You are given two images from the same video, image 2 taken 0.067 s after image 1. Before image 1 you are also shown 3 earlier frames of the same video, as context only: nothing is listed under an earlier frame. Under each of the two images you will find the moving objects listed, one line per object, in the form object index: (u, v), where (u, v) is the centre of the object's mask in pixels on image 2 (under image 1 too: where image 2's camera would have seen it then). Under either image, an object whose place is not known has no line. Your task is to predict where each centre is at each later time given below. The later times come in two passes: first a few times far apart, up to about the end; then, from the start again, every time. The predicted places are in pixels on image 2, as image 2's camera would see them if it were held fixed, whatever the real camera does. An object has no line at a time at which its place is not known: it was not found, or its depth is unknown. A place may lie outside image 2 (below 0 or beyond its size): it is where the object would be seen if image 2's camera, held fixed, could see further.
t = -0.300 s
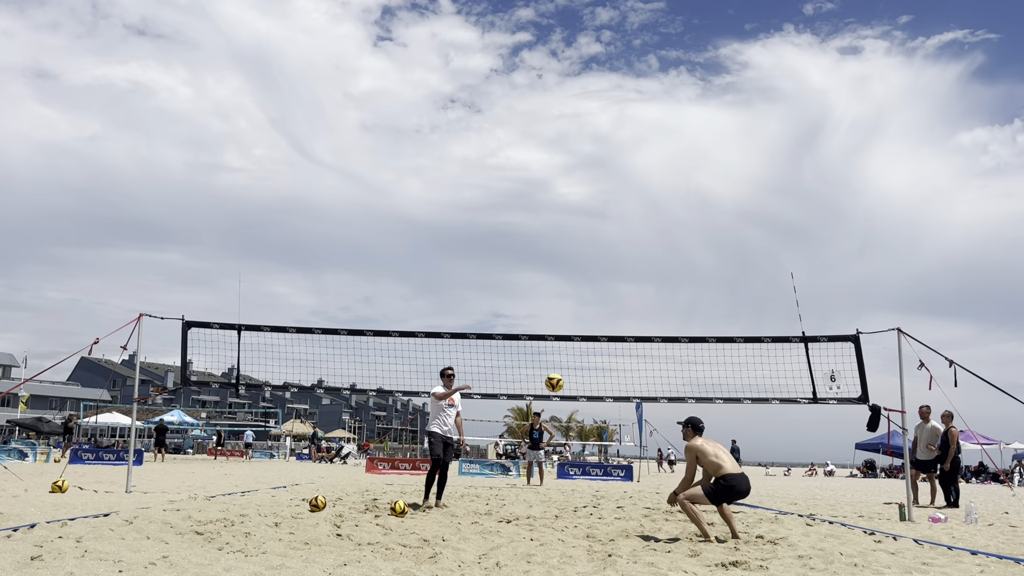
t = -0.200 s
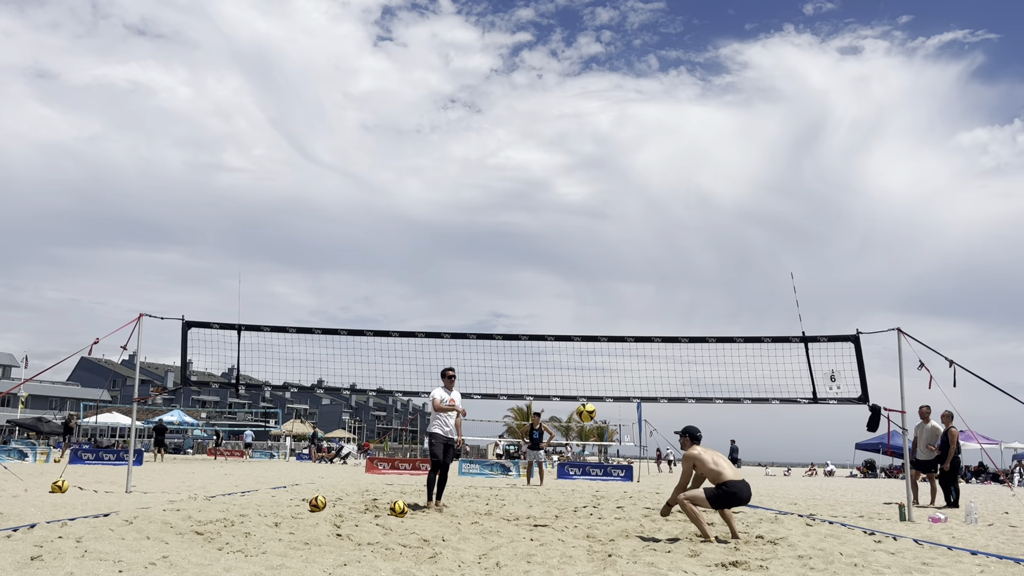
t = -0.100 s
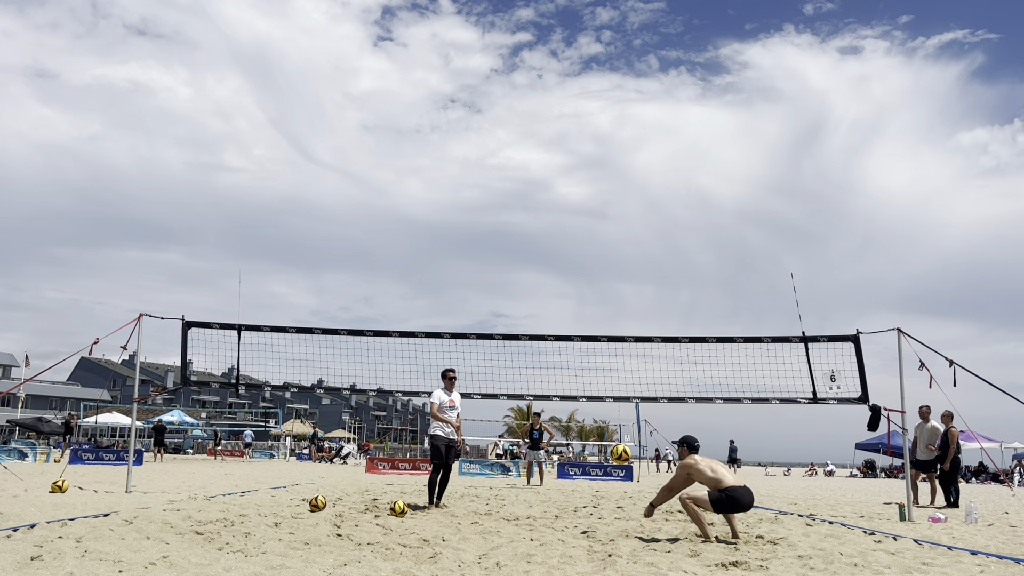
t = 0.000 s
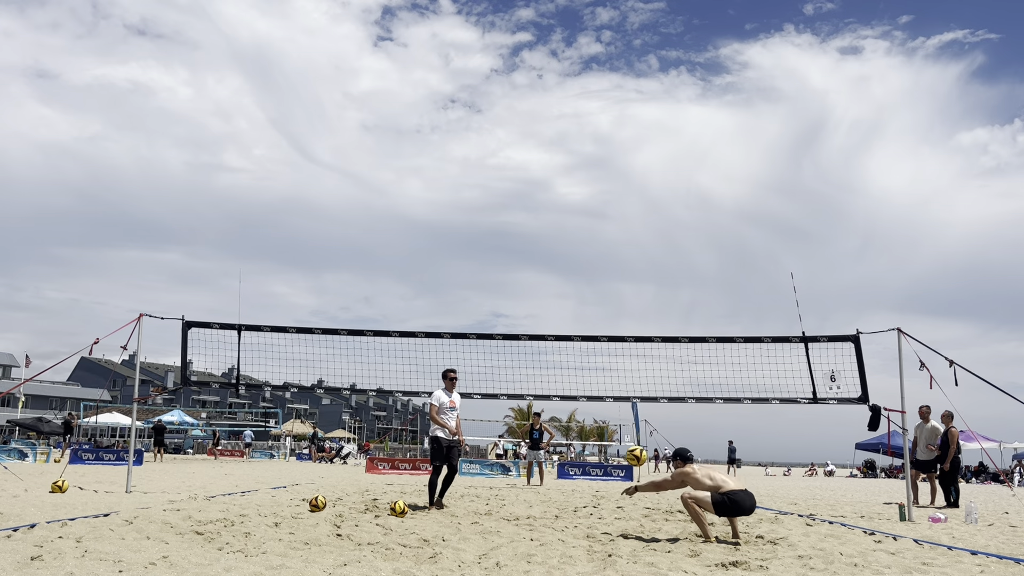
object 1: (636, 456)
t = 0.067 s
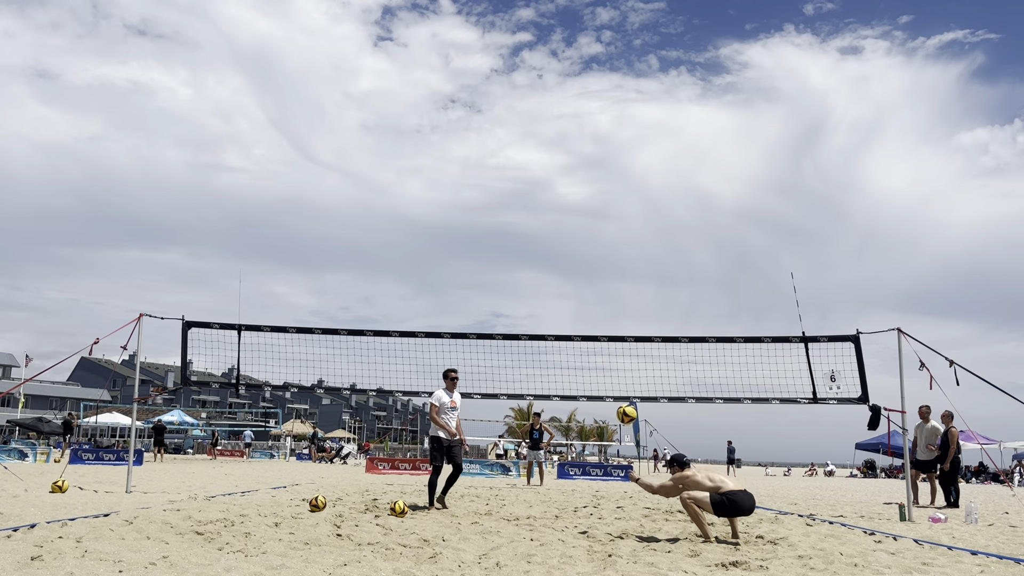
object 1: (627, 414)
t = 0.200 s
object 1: (608, 346)
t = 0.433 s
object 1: (576, 276)
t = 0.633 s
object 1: (550, 256)
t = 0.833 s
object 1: (524, 270)
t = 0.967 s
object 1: (507, 297)
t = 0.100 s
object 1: (622, 395)
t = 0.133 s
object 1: (617, 378)
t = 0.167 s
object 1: (612, 361)
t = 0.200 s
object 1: (608, 346)
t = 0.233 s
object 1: (603, 333)
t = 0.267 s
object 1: (599, 321)
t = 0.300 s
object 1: (594, 310)
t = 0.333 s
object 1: (589, 300)
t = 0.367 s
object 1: (585, 291)
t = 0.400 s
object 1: (580, 283)
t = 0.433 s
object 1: (576, 276)
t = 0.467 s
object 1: (571, 270)
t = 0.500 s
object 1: (567, 266)
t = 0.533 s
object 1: (563, 262)
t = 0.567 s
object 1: (558, 259)
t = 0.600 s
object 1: (554, 257)
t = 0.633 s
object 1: (550, 256)
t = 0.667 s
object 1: (546, 257)
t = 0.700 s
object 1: (541, 257)
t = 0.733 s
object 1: (537, 259)
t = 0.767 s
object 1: (533, 262)
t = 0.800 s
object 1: (528, 265)
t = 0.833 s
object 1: (524, 270)
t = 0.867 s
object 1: (520, 275)
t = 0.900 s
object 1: (516, 281)
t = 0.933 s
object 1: (511, 289)
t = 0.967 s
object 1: (507, 297)
